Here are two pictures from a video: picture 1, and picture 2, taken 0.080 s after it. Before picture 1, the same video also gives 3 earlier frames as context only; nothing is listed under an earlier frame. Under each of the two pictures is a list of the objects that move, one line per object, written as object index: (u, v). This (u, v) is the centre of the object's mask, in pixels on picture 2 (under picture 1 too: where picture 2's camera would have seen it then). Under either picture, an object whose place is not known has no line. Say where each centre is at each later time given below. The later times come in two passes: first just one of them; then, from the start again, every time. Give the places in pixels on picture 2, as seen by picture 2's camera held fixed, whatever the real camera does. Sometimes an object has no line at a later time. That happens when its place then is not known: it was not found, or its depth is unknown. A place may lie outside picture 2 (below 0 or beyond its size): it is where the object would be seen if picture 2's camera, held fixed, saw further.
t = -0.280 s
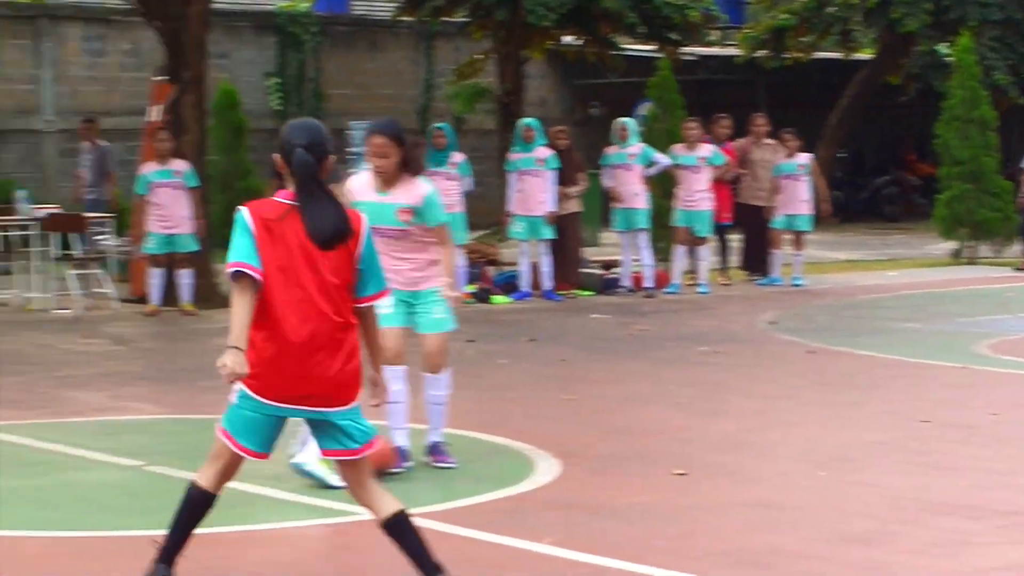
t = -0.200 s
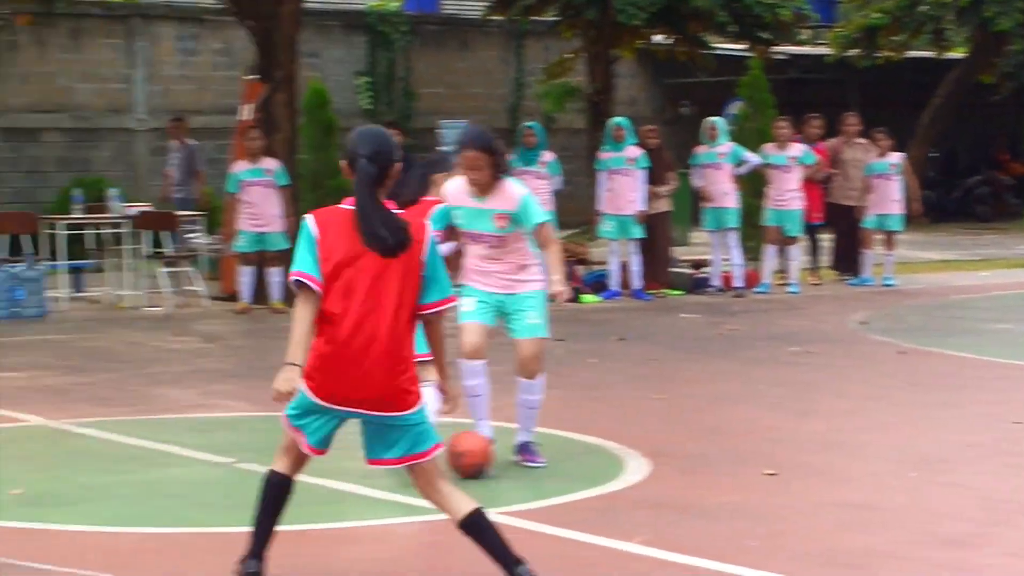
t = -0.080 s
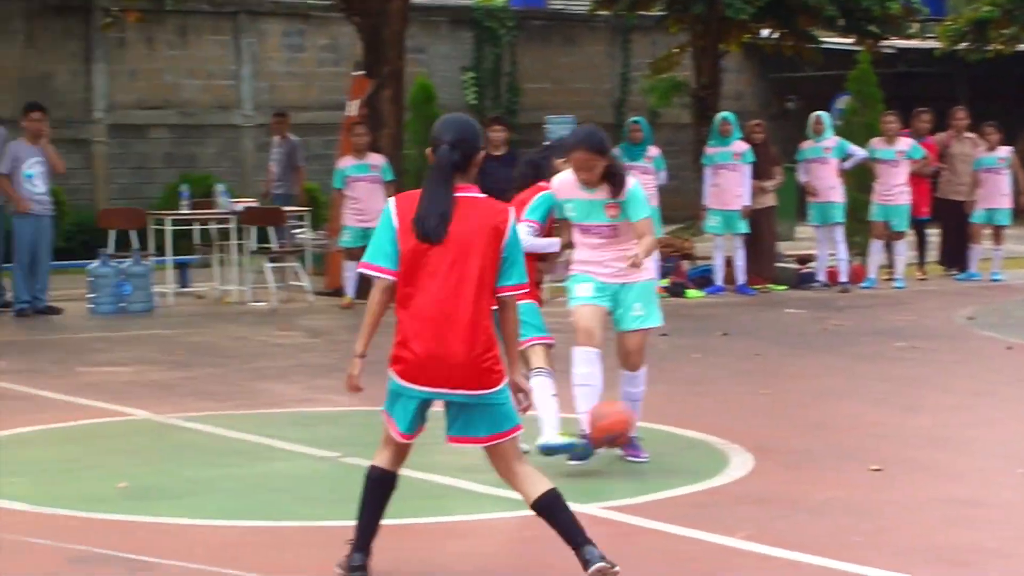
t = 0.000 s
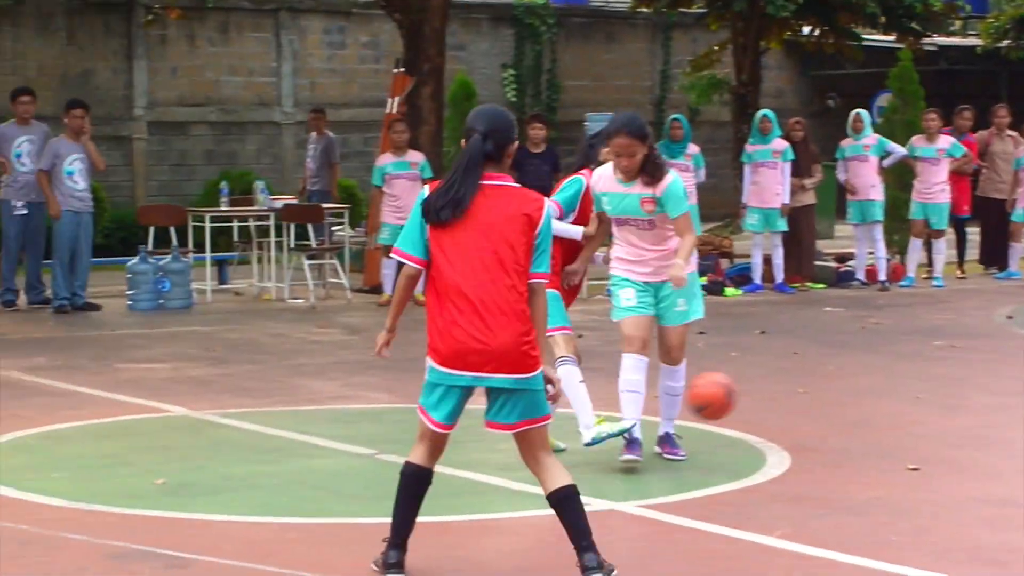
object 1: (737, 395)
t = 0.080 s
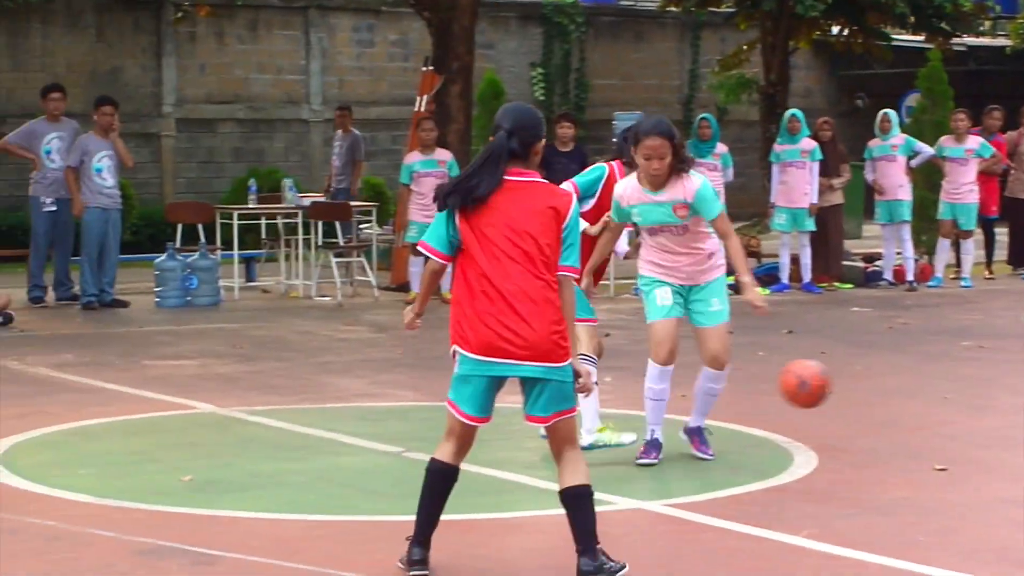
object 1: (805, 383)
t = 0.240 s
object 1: (946, 406)
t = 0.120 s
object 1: (840, 383)
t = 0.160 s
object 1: (875, 386)
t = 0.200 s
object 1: (910, 394)
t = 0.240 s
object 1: (946, 406)
